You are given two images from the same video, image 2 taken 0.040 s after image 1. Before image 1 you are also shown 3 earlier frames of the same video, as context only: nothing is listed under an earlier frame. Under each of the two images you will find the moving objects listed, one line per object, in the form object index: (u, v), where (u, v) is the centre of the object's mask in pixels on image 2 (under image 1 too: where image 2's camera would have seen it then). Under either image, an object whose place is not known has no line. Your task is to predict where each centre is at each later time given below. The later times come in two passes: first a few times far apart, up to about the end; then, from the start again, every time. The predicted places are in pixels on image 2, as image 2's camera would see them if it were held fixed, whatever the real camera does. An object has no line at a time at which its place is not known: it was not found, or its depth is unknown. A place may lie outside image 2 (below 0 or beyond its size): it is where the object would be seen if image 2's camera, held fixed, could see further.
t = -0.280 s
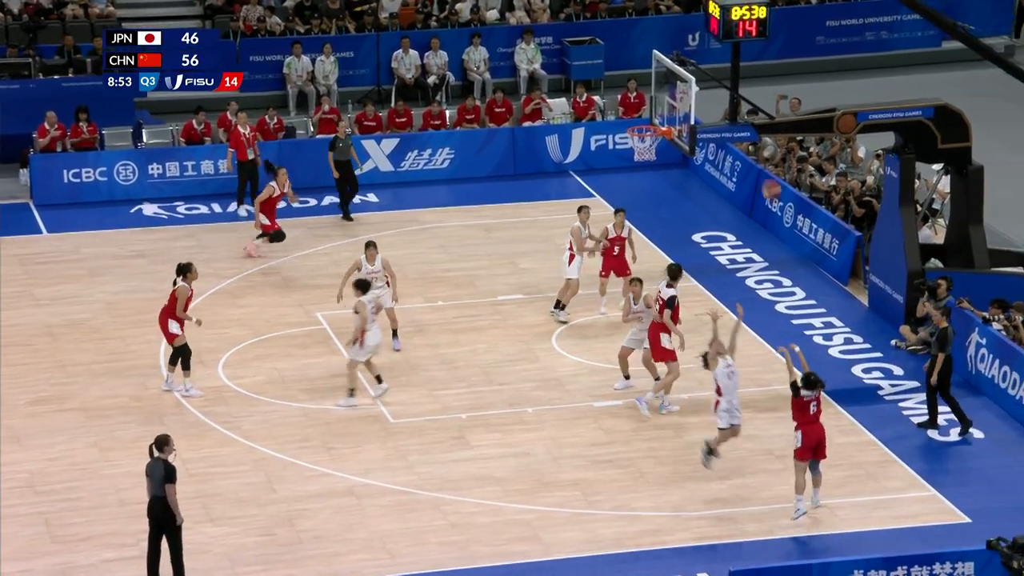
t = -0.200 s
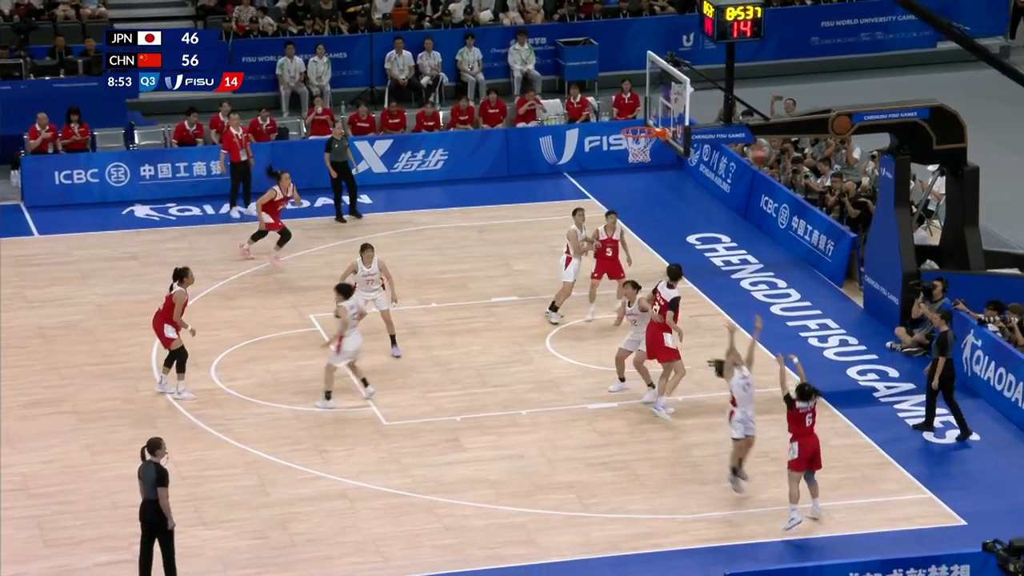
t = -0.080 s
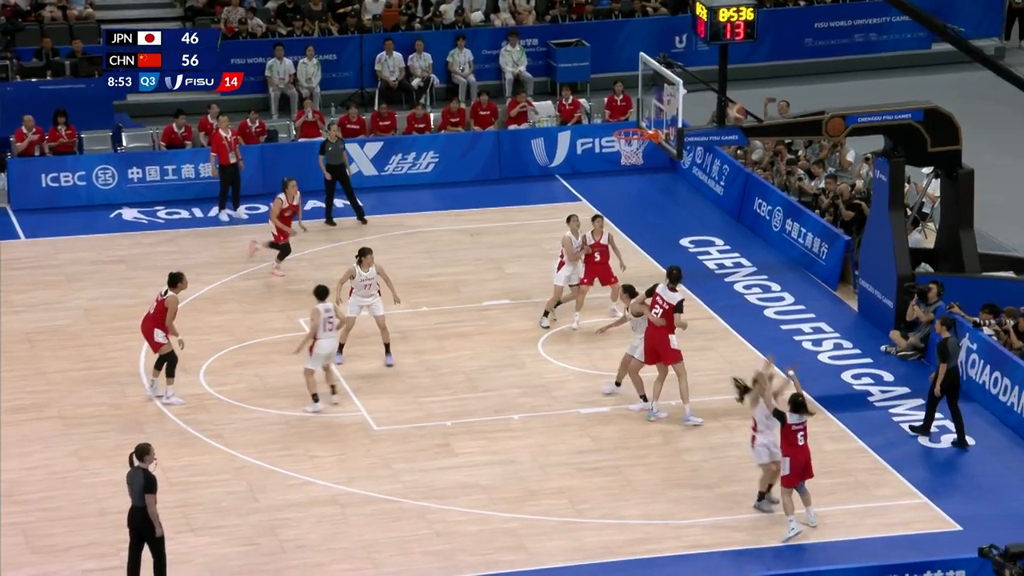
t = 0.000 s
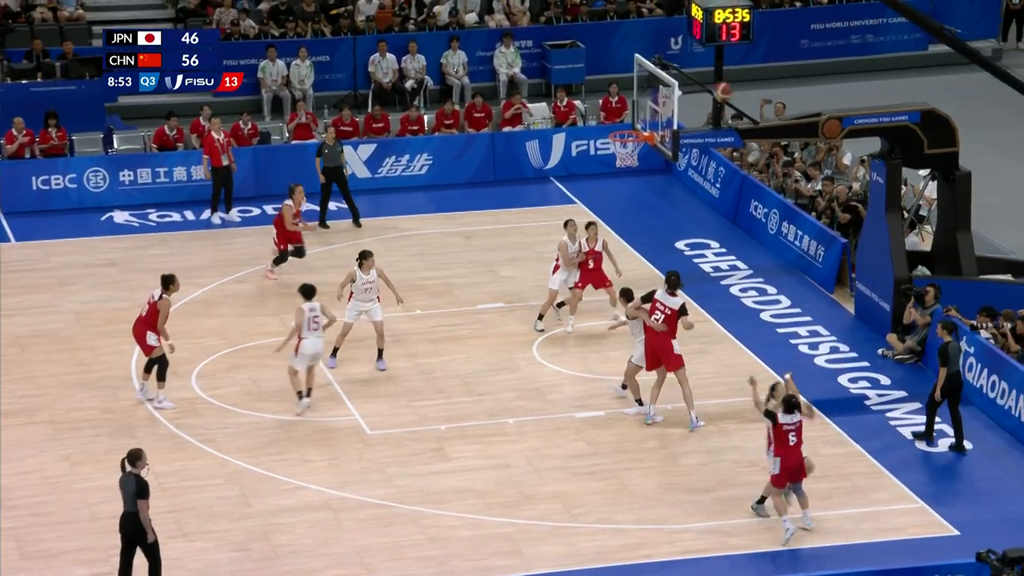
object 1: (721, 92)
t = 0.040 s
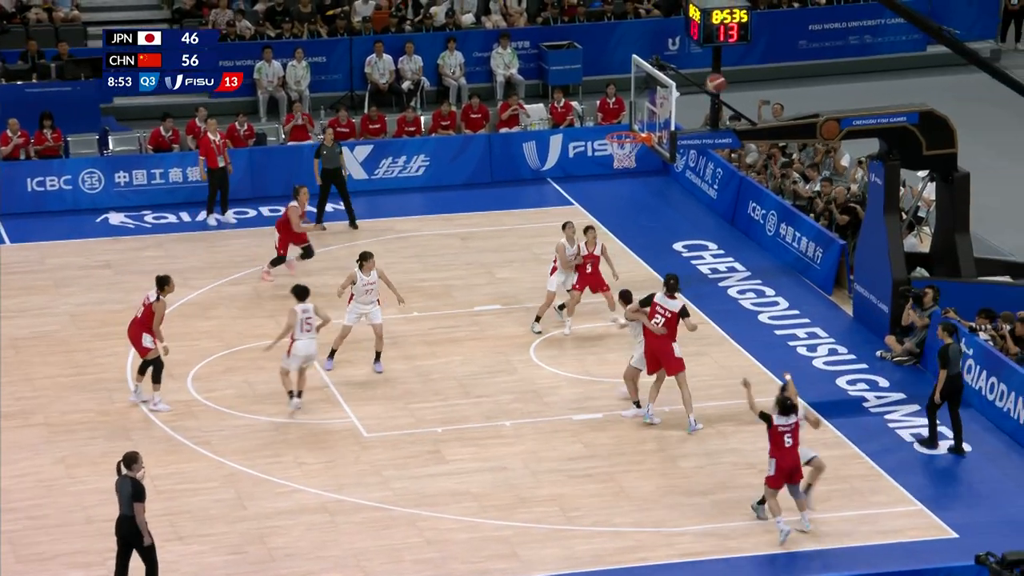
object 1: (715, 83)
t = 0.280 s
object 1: (690, 52)
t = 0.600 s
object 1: (655, 79)
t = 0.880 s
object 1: (614, 147)
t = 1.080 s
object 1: (612, 159)
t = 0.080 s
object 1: (711, 75)
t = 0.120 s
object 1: (707, 67)
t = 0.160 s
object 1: (703, 62)
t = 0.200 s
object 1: (698, 57)
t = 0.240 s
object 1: (693, 54)
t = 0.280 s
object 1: (690, 52)
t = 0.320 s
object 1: (685, 51)
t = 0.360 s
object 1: (681, 51)
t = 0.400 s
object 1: (676, 53)
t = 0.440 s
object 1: (672, 55)
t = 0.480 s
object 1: (668, 60)
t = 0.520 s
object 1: (664, 64)
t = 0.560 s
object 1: (659, 71)
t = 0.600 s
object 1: (655, 79)
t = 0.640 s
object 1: (651, 86)
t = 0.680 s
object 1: (648, 94)
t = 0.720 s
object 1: (644, 105)
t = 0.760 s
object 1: (639, 117)
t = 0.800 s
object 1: (636, 129)
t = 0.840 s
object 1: (625, 136)
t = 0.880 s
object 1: (614, 147)
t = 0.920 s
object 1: (610, 150)
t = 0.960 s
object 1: (608, 152)
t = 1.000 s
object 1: (608, 153)
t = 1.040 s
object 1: (609, 155)
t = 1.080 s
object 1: (612, 159)
